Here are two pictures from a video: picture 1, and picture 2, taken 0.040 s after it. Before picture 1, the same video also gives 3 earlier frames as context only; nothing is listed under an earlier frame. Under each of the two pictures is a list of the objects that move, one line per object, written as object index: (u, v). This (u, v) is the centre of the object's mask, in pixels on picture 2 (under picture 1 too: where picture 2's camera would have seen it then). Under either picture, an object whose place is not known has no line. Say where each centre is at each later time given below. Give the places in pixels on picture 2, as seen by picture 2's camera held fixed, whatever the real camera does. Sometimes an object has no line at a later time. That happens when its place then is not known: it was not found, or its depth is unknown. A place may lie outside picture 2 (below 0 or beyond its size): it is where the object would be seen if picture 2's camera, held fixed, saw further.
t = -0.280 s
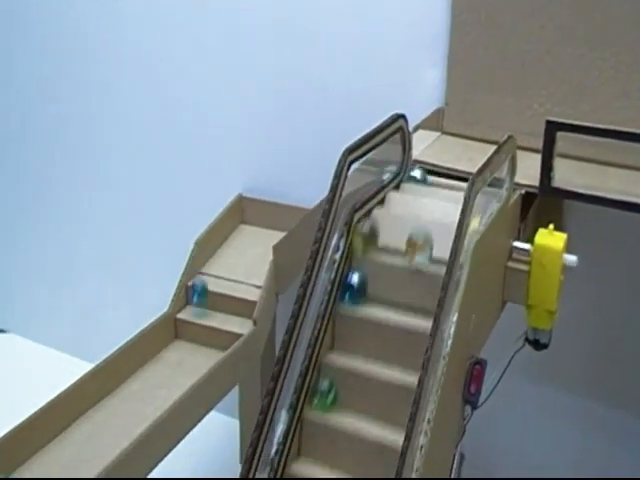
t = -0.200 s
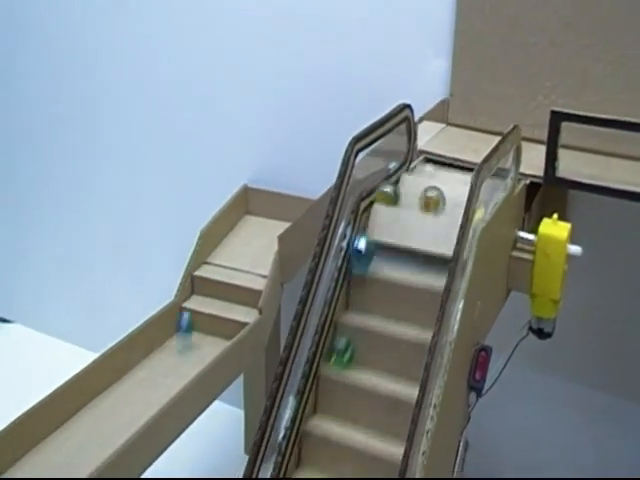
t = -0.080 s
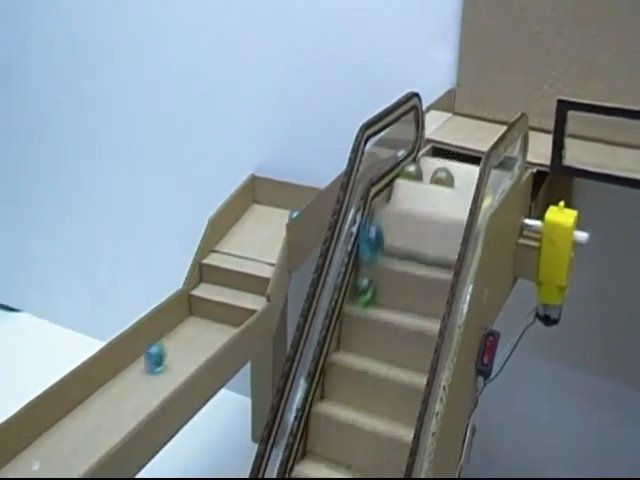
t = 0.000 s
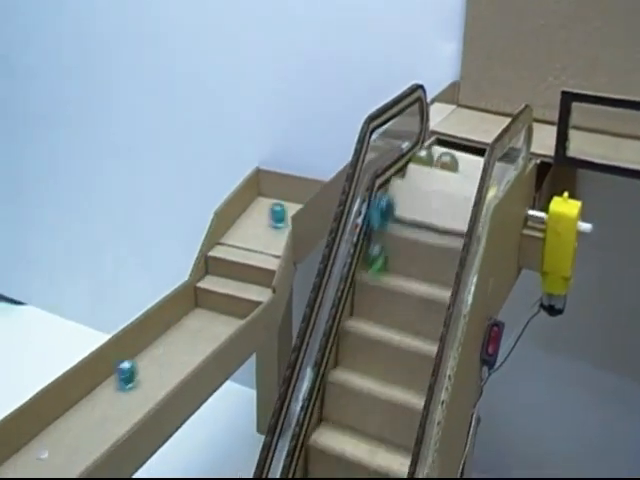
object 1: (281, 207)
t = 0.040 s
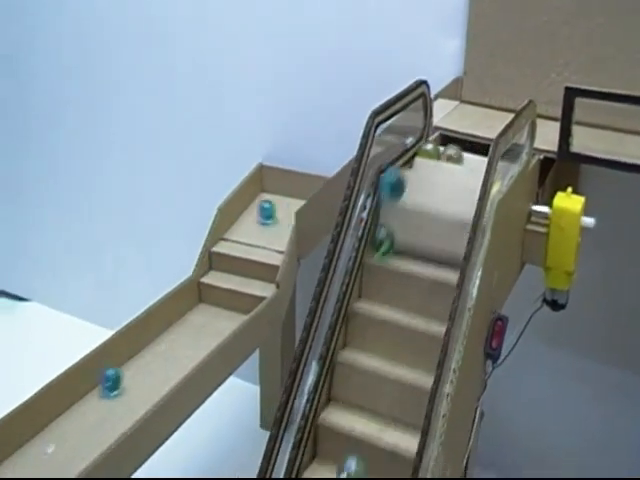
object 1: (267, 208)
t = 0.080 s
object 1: (251, 211)
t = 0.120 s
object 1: (241, 215)
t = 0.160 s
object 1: (242, 223)
